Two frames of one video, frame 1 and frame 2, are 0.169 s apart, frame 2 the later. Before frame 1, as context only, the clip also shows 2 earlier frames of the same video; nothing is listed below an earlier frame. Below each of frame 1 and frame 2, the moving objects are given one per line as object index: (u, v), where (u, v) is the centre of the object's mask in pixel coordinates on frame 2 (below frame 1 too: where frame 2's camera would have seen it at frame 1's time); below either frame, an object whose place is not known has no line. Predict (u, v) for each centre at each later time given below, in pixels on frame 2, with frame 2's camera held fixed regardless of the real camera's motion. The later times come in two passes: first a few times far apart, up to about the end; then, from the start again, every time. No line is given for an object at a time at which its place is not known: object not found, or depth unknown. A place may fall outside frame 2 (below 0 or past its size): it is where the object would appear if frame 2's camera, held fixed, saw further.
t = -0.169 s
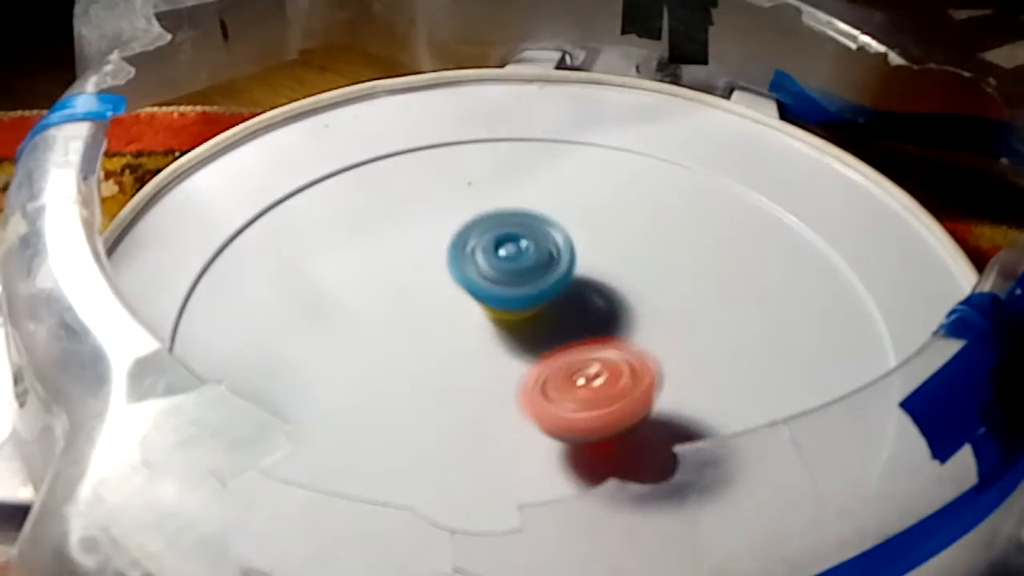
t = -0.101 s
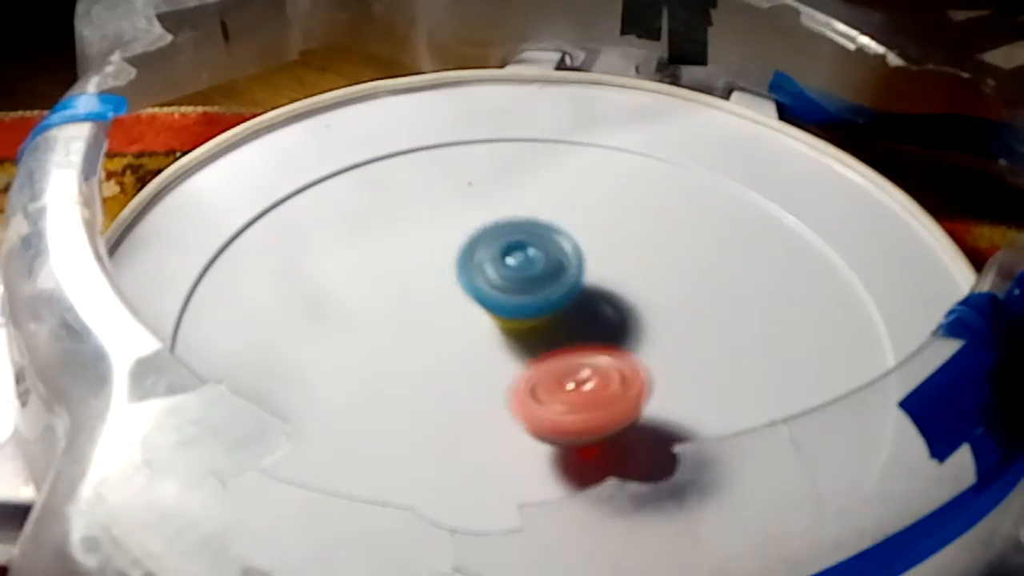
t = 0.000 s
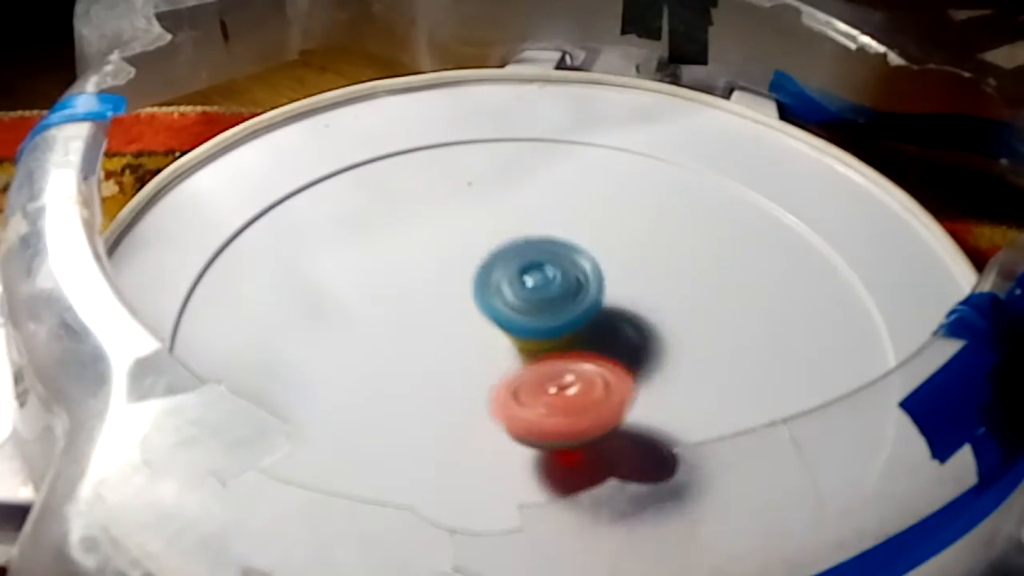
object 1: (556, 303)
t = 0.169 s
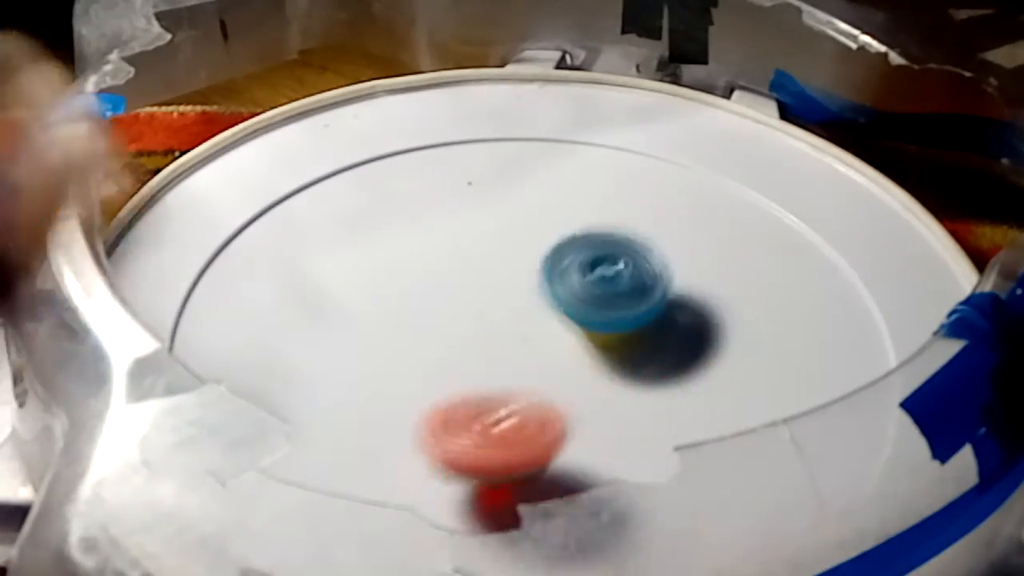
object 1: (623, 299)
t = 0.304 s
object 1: (651, 251)
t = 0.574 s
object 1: (592, 238)
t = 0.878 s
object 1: (611, 365)
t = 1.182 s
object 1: (740, 371)
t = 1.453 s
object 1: (659, 374)
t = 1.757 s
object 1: (439, 452)
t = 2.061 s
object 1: (334, 426)
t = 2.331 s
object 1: (380, 336)
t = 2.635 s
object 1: (541, 262)
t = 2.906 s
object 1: (665, 241)
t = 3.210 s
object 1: (707, 321)
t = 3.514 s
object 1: (579, 421)
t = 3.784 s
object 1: (403, 414)
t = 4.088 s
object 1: (337, 332)
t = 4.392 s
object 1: (452, 274)
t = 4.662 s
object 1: (615, 280)
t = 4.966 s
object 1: (717, 334)
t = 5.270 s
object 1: (617, 405)
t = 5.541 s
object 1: (460, 407)
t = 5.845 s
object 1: (369, 318)
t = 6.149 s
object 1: (456, 268)
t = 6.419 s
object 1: (594, 290)
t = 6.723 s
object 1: (678, 371)
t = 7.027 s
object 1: (590, 430)
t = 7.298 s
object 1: (461, 398)
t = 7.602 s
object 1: (419, 294)
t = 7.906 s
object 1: (521, 254)
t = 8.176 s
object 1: (623, 299)
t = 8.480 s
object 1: (621, 394)
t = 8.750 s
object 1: (504, 423)
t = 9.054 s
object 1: (412, 358)
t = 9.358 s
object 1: (469, 274)
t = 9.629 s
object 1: (601, 283)
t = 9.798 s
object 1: (651, 319)
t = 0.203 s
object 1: (635, 285)
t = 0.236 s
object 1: (643, 273)
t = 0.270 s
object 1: (648, 262)
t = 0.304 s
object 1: (651, 251)
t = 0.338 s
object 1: (651, 242)
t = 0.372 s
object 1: (648, 234)
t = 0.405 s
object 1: (643, 228)
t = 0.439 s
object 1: (635, 226)
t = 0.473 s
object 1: (623, 224)
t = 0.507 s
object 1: (614, 227)
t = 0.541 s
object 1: (604, 234)
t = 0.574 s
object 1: (592, 238)
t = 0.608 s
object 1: (584, 254)
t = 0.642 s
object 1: (575, 267)
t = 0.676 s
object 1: (566, 280)
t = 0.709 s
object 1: (558, 296)
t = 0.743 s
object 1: (550, 312)
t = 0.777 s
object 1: (544, 328)
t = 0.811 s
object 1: (556, 340)
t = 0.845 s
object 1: (583, 354)
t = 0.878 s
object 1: (611, 365)
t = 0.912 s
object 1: (634, 371)
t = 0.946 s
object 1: (652, 375)
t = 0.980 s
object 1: (669, 376)
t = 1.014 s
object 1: (685, 377)
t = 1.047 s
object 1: (700, 377)
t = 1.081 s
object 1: (714, 376)
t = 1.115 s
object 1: (726, 375)
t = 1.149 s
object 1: (735, 372)
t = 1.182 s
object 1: (740, 371)
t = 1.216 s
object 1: (743, 370)
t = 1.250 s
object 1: (741, 369)
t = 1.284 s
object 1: (735, 368)
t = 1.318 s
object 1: (725, 369)
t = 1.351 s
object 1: (713, 370)
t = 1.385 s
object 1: (698, 372)
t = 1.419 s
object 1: (679, 373)
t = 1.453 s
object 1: (659, 374)
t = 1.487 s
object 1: (638, 375)
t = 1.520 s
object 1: (616, 374)
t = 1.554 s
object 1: (586, 398)
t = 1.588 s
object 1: (557, 420)
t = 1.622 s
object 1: (528, 434)
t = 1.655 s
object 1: (494, 430)
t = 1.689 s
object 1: (475, 439)
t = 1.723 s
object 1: (457, 448)
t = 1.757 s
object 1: (439, 452)
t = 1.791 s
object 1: (424, 453)
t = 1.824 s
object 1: (408, 454)
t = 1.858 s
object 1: (393, 452)
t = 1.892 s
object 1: (378, 449)
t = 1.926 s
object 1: (365, 447)
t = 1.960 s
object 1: (355, 443)
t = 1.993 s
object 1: (347, 438)
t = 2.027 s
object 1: (339, 433)
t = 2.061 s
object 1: (334, 426)
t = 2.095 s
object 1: (330, 418)
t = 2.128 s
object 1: (330, 409)
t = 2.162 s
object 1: (334, 395)
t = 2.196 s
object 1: (339, 384)
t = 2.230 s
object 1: (347, 372)
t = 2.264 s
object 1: (356, 360)
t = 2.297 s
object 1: (367, 349)
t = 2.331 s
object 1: (380, 336)
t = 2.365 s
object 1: (394, 326)
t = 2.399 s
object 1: (408, 311)
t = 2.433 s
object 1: (423, 300)
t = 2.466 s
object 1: (439, 290)
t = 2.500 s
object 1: (462, 287)
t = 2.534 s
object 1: (480, 278)
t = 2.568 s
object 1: (505, 278)
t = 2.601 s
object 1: (524, 269)
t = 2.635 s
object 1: (541, 262)
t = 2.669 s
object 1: (558, 254)
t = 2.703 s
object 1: (575, 248)
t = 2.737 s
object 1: (593, 244)
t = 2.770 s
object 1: (609, 240)
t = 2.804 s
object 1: (625, 238)
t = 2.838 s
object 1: (638, 236)
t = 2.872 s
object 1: (651, 238)
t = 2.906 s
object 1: (665, 241)
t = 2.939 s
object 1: (677, 244)
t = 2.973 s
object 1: (688, 249)
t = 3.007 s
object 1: (697, 256)
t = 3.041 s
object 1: (704, 264)
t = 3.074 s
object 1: (709, 274)
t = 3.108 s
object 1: (712, 284)
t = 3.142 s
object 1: (713, 295)
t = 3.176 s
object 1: (711, 308)
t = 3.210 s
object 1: (707, 321)
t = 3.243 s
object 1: (700, 336)
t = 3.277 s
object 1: (691, 348)
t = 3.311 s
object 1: (680, 362)
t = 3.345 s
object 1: (666, 374)
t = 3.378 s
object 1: (650, 382)
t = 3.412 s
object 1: (632, 393)
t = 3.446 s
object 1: (614, 404)
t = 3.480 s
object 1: (588, 405)
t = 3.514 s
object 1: (579, 421)
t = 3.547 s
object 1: (549, 418)
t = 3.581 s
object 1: (525, 422)
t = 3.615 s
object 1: (501, 422)
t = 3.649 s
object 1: (481, 426)
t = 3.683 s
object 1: (459, 423)
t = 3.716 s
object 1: (437, 421)
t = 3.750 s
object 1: (421, 418)
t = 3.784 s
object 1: (403, 414)
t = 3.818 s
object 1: (387, 407)
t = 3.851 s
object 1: (372, 401)
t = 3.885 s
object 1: (359, 389)
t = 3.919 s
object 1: (349, 380)
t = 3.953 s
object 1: (341, 370)
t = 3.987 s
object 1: (336, 362)
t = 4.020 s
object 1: (334, 352)
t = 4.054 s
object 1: (335, 343)
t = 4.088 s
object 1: (337, 332)
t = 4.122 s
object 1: (341, 320)
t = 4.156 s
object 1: (349, 311)
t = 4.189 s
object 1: (358, 304)
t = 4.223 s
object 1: (370, 294)
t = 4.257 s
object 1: (385, 294)
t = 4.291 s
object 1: (397, 281)
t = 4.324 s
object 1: (413, 277)
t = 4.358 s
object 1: (429, 271)
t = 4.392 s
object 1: (452, 274)
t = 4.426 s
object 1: (471, 271)
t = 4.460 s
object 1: (498, 276)
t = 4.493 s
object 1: (520, 275)
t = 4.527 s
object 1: (539, 276)
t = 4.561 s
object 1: (558, 277)
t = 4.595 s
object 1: (579, 279)
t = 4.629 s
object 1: (594, 272)
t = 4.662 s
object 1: (615, 280)
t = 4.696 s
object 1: (632, 283)
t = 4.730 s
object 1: (650, 286)
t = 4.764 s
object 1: (666, 292)
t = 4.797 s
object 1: (679, 296)
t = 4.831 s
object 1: (691, 302)
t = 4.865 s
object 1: (702, 309)
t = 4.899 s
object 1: (710, 316)
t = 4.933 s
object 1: (715, 325)
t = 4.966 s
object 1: (717, 334)
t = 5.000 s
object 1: (717, 344)
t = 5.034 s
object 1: (714, 353)
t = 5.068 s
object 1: (707, 363)
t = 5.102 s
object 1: (696, 372)
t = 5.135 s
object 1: (683, 378)
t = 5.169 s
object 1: (669, 386)
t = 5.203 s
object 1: (654, 393)
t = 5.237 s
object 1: (635, 402)
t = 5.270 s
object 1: (617, 405)
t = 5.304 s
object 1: (602, 418)
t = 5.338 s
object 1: (585, 421)
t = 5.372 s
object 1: (568, 425)
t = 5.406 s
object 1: (545, 420)
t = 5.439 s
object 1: (511, 410)
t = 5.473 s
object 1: (490, 409)
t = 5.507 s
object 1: (471, 403)
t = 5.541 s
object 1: (460, 407)
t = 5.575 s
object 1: (443, 400)
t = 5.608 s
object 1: (417, 383)
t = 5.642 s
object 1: (404, 375)
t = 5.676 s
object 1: (391, 364)
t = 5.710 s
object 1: (389, 364)
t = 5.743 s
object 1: (388, 363)
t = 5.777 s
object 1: (374, 341)
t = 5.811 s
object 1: (368, 329)
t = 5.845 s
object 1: (369, 318)
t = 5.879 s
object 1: (378, 319)
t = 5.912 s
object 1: (382, 309)
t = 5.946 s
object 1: (387, 300)
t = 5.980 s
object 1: (388, 283)
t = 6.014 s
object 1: (395, 274)
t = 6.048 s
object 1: (405, 267)
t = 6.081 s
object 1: (421, 267)
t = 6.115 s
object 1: (434, 262)
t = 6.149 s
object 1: (456, 268)
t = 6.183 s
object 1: (471, 267)
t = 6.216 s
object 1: (487, 265)
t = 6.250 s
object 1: (505, 266)
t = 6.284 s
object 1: (522, 267)
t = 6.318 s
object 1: (541, 271)
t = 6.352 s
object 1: (560, 277)
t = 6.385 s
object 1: (576, 282)
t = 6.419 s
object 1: (594, 290)
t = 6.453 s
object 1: (609, 297)
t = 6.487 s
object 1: (623, 304)
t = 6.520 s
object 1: (636, 312)
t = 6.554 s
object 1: (650, 322)
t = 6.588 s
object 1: (659, 331)
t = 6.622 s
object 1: (667, 341)
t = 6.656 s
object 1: (674, 352)
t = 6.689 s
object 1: (678, 362)
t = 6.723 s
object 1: (678, 371)
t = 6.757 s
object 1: (675, 379)
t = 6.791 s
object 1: (670, 384)
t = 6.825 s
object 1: (662, 393)
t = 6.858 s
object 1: (652, 402)
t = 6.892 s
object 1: (642, 408)
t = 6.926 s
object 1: (629, 415)
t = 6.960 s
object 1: (616, 421)
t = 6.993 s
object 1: (605, 425)
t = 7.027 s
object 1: (590, 430)
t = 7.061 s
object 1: (577, 433)
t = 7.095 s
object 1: (563, 435)
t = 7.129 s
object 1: (546, 435)
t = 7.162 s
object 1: (529, 435)
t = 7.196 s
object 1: (514, 432)
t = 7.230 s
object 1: (500, 429)
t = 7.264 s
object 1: (478, 409)
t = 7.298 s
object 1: (461, 398)
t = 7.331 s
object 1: (458, 401)
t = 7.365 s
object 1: (446, 389)
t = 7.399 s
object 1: (429, 365)
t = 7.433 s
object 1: (431, 363)
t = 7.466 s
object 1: (417, 340)
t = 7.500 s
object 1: (415, 329)
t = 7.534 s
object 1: (414, 316)
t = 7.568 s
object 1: (414, 304)
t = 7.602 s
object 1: (419, 294)
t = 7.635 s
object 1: (425, 284)
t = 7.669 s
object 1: (431, 276)
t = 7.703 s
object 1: (440, 269)
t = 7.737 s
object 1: (450, 260)
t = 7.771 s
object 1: (460, 254)
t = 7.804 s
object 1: (479, 258)
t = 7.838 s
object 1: (493, 255)
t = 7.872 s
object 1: (506, 253)
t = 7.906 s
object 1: (521, 254)
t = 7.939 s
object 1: (536, 255)
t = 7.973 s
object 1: (550, 259)
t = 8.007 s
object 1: (565, 263)
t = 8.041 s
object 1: (578, 267)
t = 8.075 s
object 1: (589, 274)
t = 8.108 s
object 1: (602, 282)
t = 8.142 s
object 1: (614, 289)
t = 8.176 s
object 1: (623, 299)
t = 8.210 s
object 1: (632, 310)
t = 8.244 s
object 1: (638, 320)
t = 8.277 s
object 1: (643, 332)
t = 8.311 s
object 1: (646, 344)
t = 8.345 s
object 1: (646, 357)
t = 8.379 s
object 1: (645, 368)
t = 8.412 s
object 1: (642, 377)
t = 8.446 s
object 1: (632, 386)
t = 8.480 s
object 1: (621, 394)
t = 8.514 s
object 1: (611, 403)
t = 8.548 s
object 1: (592, 407)
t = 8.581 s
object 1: (587, 420)
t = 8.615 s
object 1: (574, 424)
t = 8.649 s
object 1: (559, 428)
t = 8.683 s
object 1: (536, 424)
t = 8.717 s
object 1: (521, 425)
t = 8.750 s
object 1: (504, 423)
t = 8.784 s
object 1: (482, 415)
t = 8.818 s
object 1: (476, 419)
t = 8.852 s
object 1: (462, 414)
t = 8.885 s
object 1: (450, 407)
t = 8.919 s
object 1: (437, 397)
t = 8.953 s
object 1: (419, 382)
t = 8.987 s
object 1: (413, 372)
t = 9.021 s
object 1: (424, 380)
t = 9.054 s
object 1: (412, 358)
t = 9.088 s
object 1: (411, 346)
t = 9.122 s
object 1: (411, 335)
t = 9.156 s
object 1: (416, 326)
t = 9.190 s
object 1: (420, 315)
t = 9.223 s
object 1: (428, 305)
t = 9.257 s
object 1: (438, 296)
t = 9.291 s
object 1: (447, 287)
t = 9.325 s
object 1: (457, 281)
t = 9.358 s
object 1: (469, 274)
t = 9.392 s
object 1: (482, 269)
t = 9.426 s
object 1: (497, 265)
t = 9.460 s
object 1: (514, 263)
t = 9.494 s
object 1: (529, 264)
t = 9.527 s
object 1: (555, 269)
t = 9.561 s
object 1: (570, 273)
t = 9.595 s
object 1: (587, 279)
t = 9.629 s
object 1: (601, 283)
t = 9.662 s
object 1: (614, 290)
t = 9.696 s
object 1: (625, 296)
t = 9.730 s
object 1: (635, 302)
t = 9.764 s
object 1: (644, 311)
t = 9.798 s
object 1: (651, 319)
